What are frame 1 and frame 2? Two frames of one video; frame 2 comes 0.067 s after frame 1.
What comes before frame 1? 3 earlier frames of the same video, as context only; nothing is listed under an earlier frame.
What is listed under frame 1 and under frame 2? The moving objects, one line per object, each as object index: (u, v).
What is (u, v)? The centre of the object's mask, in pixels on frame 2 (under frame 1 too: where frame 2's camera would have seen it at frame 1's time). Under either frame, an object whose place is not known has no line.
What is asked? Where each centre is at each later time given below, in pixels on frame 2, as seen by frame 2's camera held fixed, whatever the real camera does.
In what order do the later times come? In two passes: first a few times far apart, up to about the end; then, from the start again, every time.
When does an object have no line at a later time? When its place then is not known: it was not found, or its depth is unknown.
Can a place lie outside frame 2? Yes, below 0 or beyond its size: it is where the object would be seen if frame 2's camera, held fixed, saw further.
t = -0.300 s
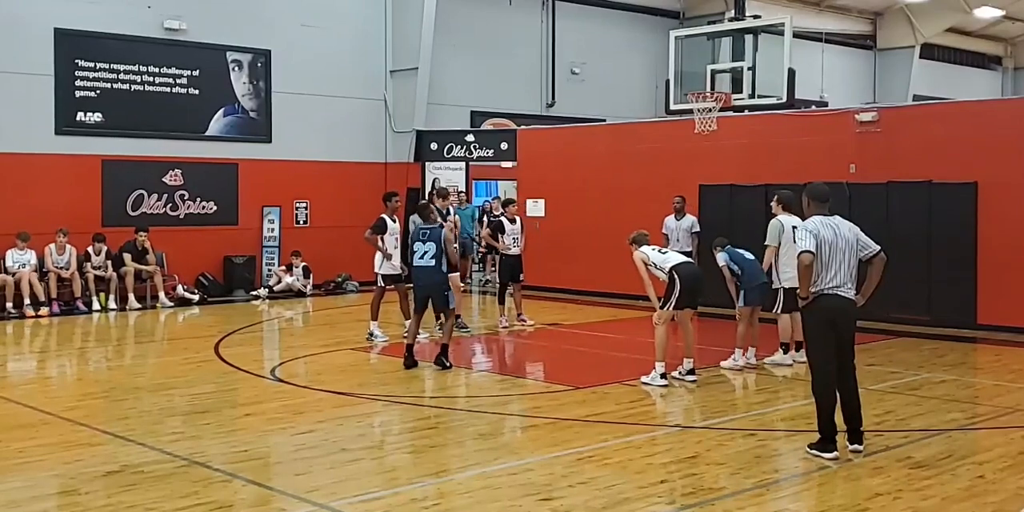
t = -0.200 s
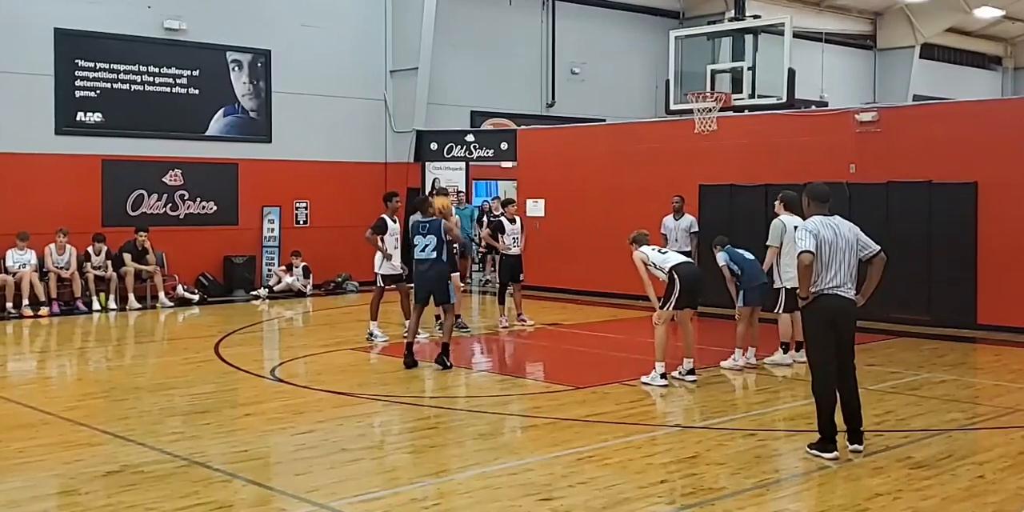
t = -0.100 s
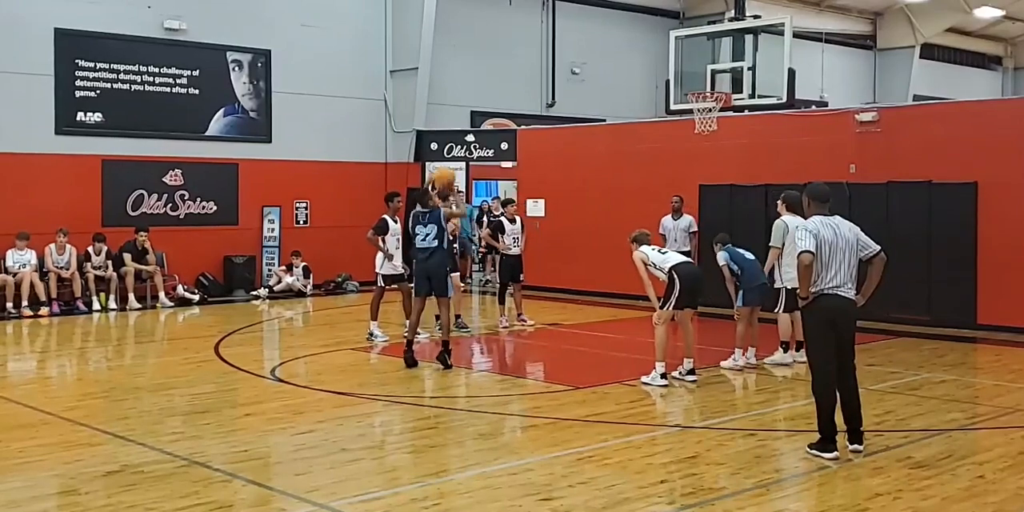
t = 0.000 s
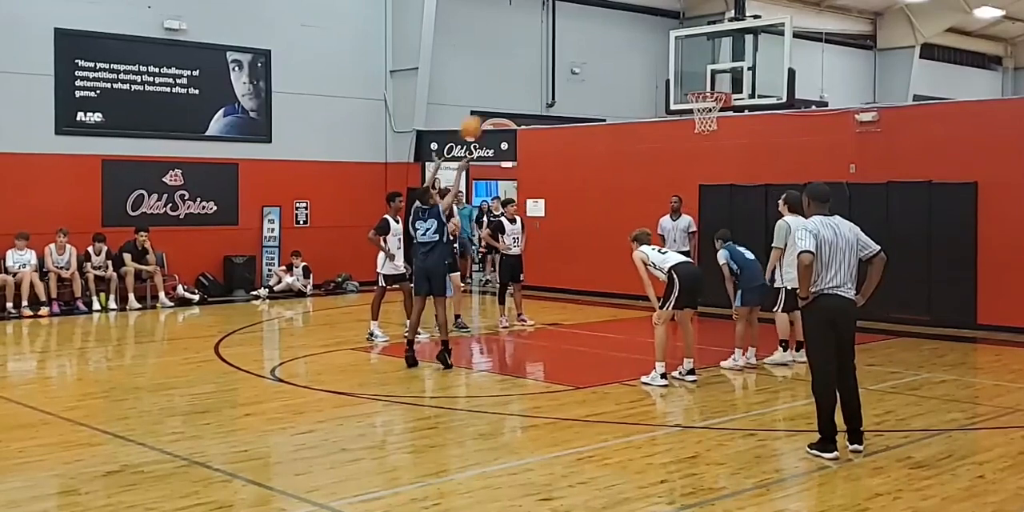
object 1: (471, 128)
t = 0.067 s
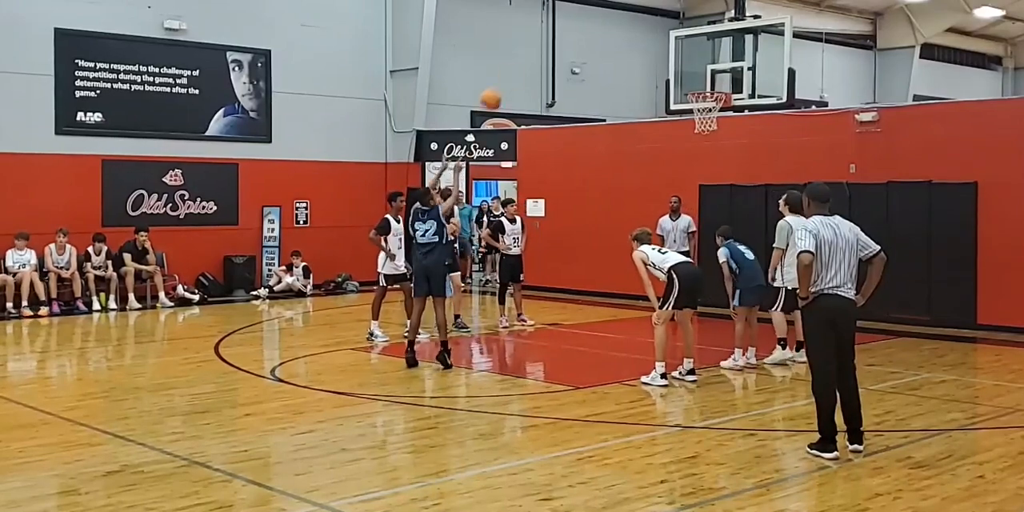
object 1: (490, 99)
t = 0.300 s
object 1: (557, 34)
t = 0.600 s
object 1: (633, 23)
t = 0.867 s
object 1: (693, 70)
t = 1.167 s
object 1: (703, 156)
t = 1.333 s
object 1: (697, 223)
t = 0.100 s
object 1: (500, 87)
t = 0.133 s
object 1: (510, 76)
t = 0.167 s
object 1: (520, 66)
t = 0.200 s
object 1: (530, 56)
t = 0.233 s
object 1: (539, 47)
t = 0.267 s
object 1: (548, 40)
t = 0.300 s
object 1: (557, 34)
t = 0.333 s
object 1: (566, 29)
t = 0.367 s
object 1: (575, 25)
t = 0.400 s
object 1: (583, 22)
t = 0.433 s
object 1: (592, 20)
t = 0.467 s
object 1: (600, 18)
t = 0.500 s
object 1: (609, 18)
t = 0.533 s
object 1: (617, 19)
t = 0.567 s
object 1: (625, 20)
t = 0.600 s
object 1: (633, 23)
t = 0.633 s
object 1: (641, 26)
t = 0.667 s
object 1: (649, 30)
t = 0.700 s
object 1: (656, 34)
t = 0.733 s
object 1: (663, 39)
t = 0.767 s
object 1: (672, 46)
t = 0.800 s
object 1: (679, 54)
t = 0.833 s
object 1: (687, 61)
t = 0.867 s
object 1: (693, 70)
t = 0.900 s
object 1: (700, 80)
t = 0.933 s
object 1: (707, 86)
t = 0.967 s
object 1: (710, 98)
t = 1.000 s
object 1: (711, 108)
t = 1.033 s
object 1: (709, 120)
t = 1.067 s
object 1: (708, 125)
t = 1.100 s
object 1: (706, 136)
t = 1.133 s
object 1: (704, 145)
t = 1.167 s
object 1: (703, 156)
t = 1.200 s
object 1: (702, 166)
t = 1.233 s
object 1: (701, 180)
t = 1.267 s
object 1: (699, 193)
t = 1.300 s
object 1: (697, 208)
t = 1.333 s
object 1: (697, 223)
